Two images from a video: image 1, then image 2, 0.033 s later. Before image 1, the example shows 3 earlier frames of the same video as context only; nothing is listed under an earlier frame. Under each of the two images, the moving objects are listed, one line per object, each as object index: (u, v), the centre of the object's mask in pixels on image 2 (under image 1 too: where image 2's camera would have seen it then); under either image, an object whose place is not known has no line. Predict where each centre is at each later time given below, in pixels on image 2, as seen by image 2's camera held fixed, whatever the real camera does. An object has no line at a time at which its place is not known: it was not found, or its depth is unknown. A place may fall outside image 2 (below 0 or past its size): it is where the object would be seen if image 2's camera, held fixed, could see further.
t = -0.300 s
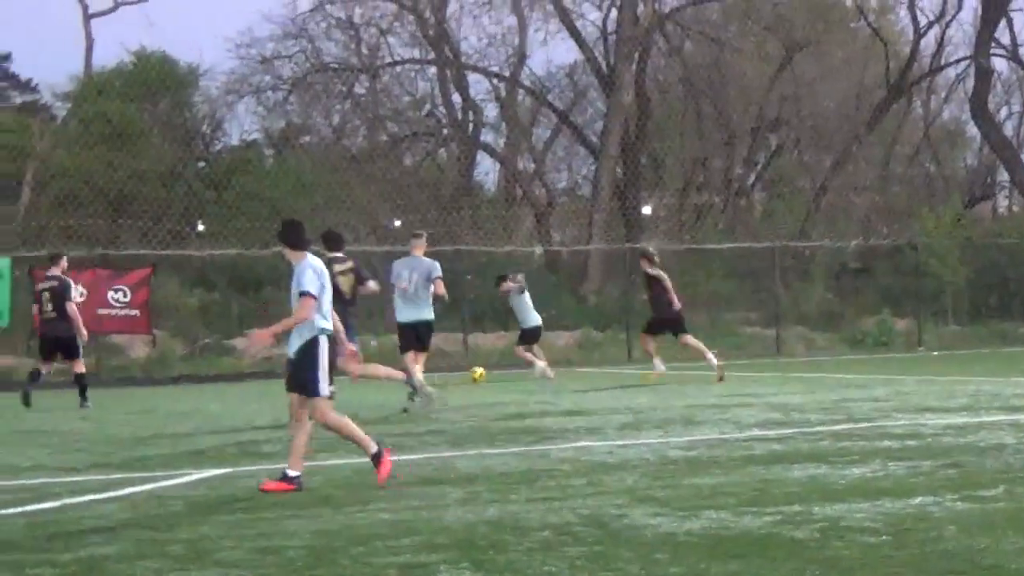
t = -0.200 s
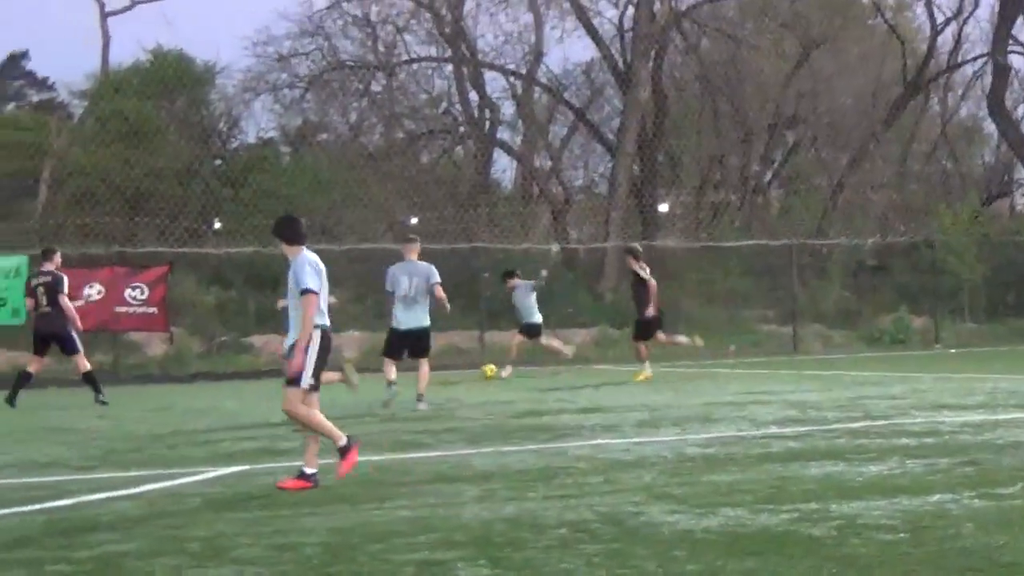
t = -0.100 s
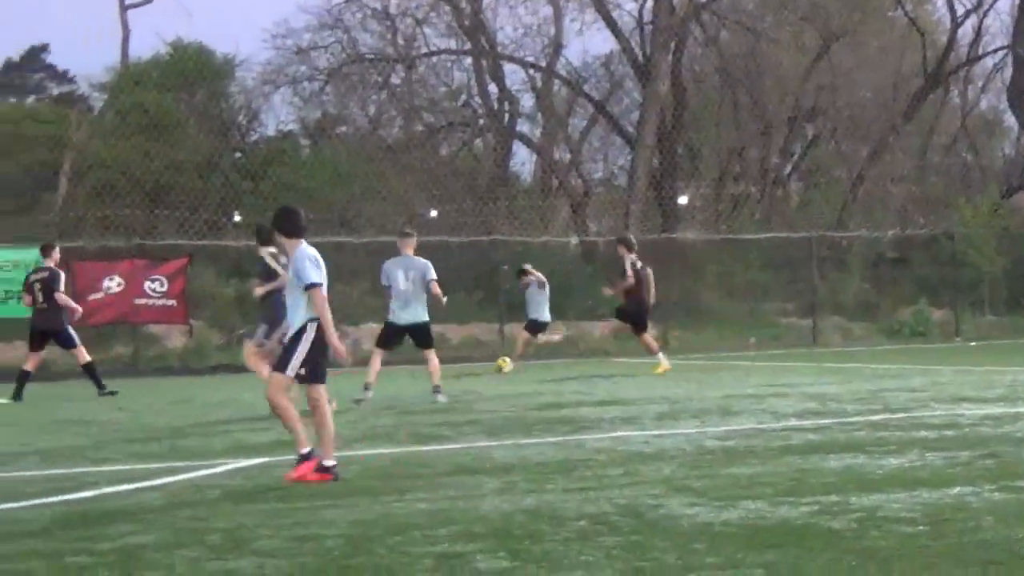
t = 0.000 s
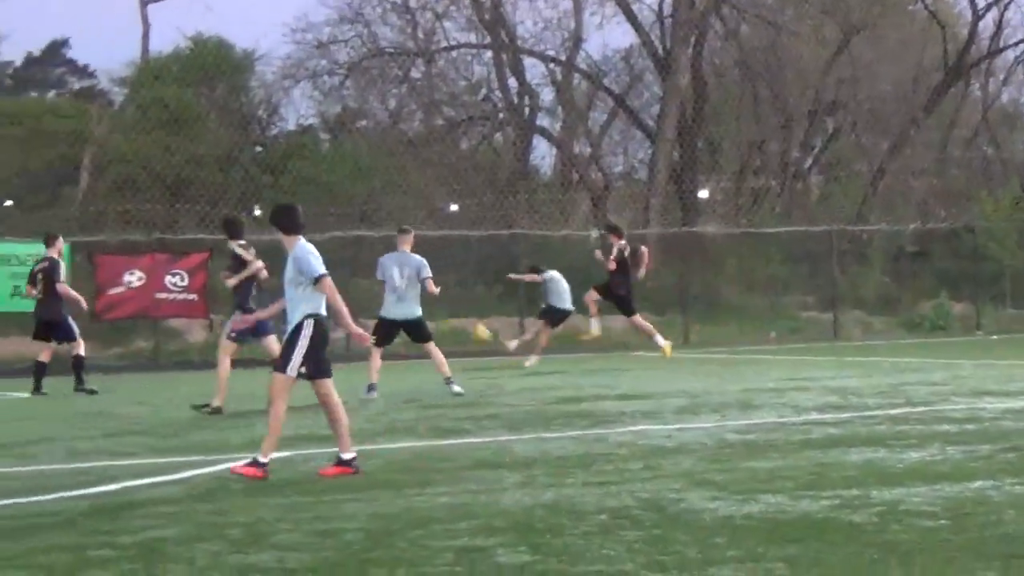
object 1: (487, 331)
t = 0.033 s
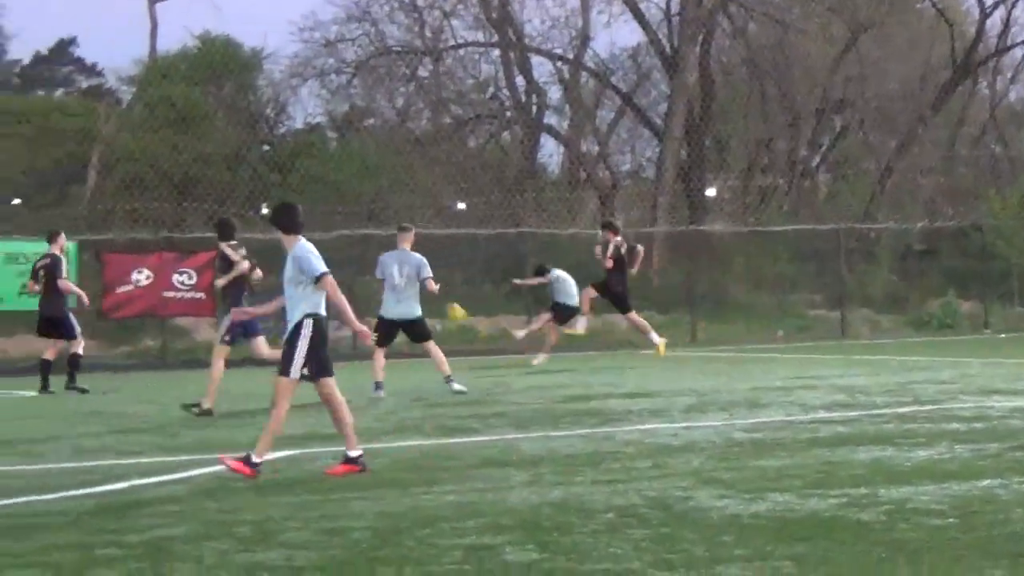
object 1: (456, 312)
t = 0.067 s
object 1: (424, 295)
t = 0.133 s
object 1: (358, 252)
